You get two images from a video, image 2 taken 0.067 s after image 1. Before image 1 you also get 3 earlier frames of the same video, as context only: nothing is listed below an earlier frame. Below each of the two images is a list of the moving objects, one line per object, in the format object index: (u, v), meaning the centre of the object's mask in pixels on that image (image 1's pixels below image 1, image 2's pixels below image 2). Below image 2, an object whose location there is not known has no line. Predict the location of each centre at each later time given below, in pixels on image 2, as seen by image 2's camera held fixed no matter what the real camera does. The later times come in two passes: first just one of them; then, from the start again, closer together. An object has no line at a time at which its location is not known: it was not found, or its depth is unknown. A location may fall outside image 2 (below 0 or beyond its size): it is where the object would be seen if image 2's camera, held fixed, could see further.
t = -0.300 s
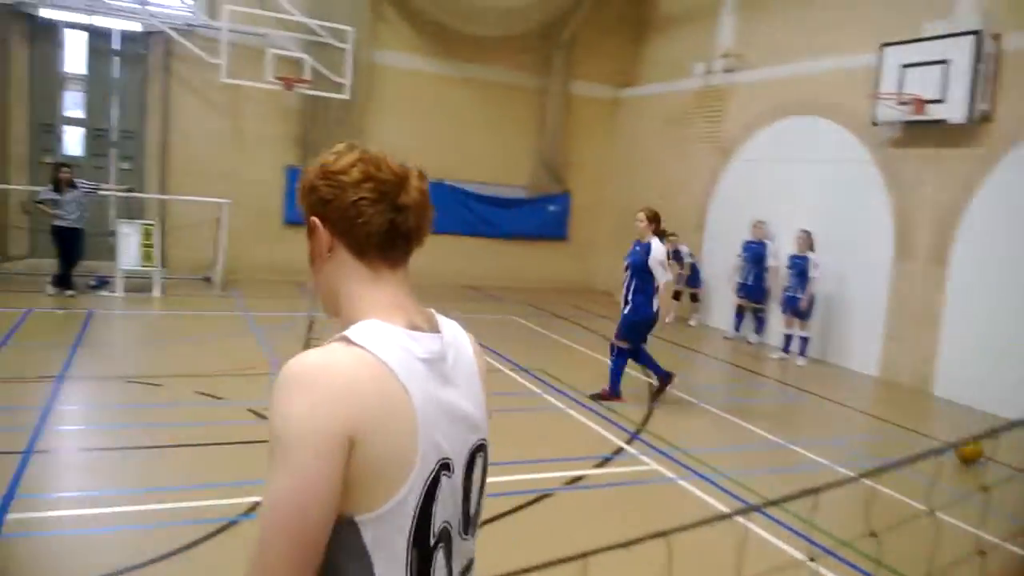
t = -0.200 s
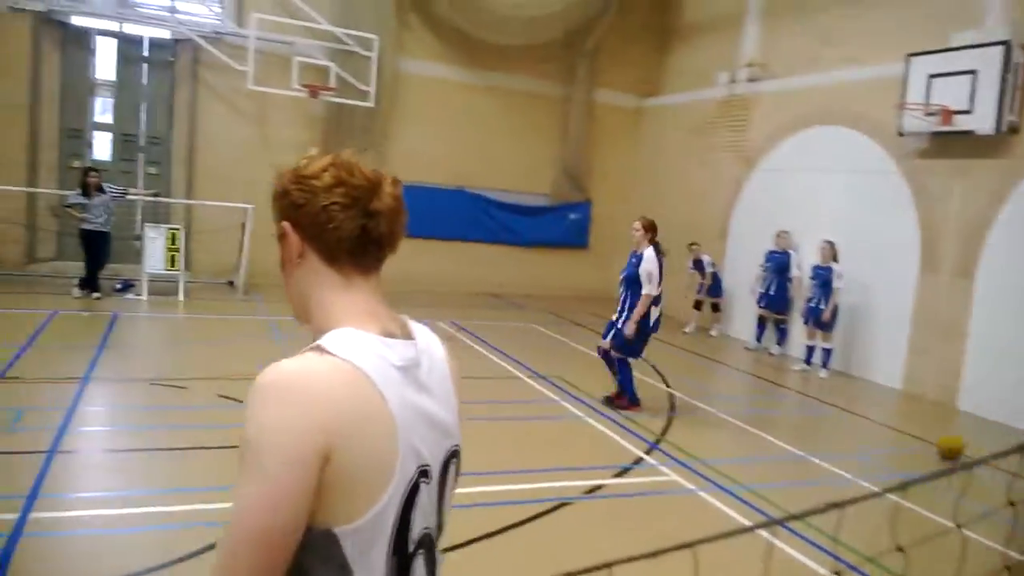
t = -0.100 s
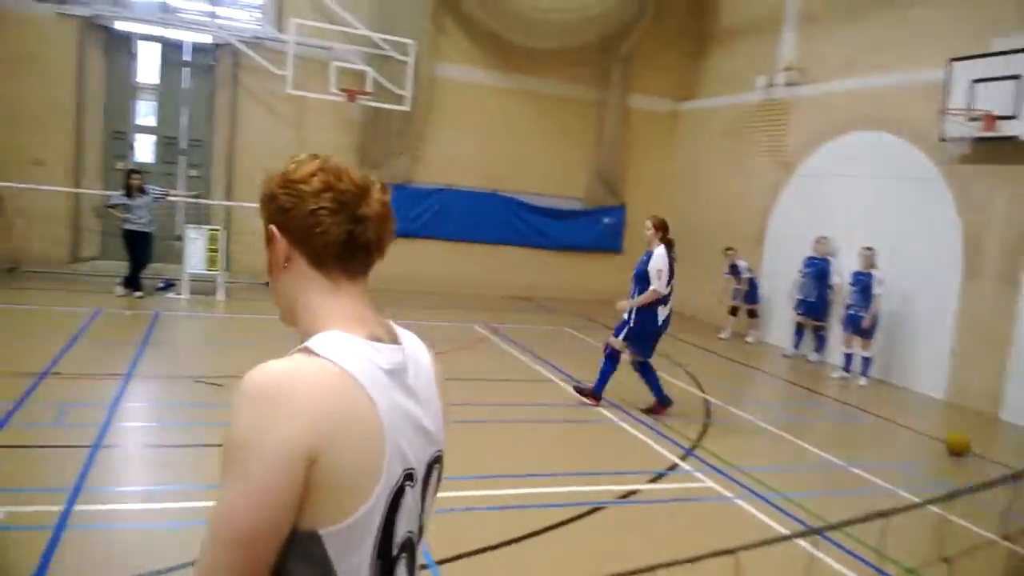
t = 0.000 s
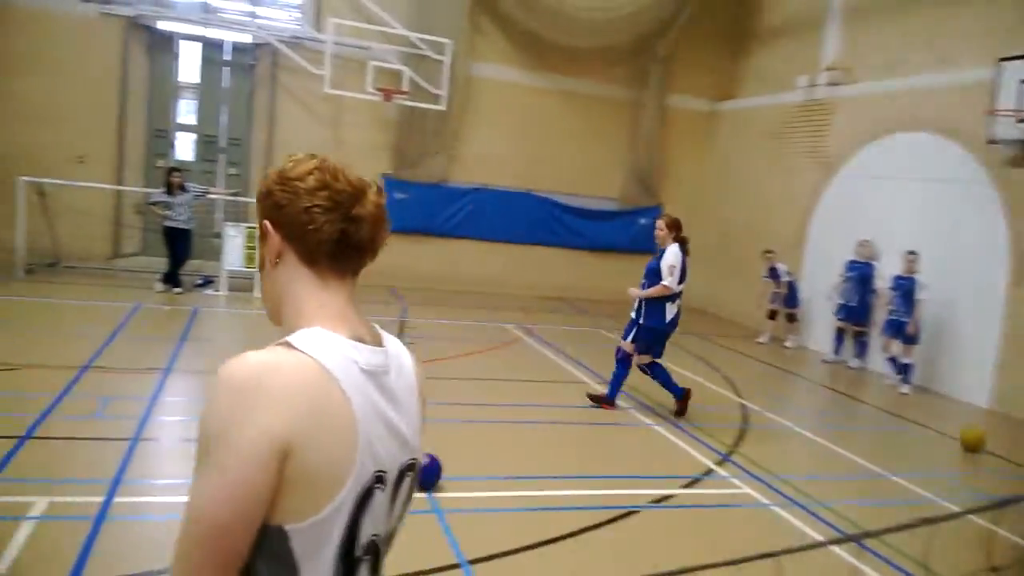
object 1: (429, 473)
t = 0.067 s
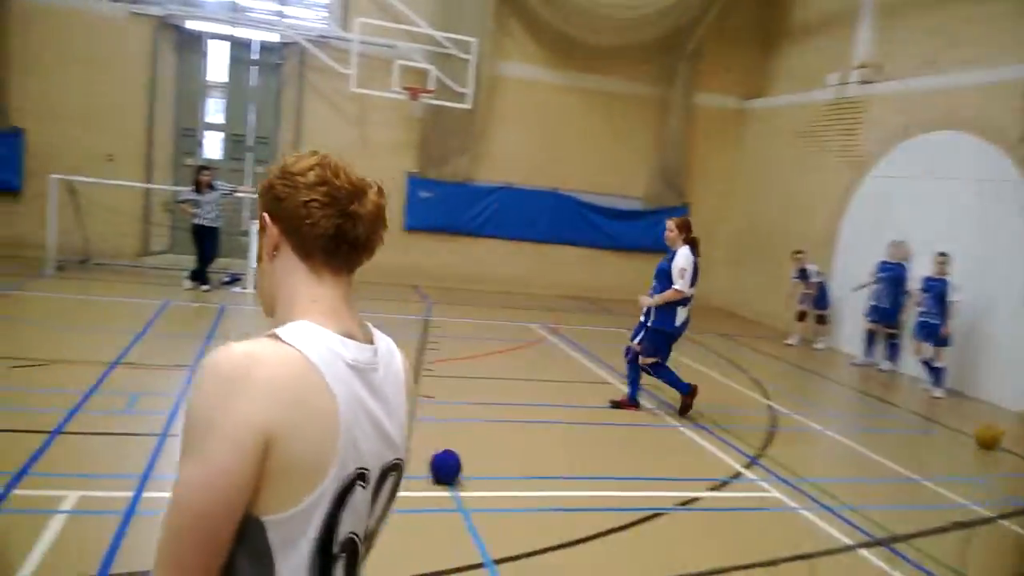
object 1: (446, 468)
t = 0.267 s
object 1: (431, 456)
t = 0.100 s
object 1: (442, 465)
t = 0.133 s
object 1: (439, 463)
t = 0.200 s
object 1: (433, 460)
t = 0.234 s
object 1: (432, 458)
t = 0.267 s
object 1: (431, 456)
